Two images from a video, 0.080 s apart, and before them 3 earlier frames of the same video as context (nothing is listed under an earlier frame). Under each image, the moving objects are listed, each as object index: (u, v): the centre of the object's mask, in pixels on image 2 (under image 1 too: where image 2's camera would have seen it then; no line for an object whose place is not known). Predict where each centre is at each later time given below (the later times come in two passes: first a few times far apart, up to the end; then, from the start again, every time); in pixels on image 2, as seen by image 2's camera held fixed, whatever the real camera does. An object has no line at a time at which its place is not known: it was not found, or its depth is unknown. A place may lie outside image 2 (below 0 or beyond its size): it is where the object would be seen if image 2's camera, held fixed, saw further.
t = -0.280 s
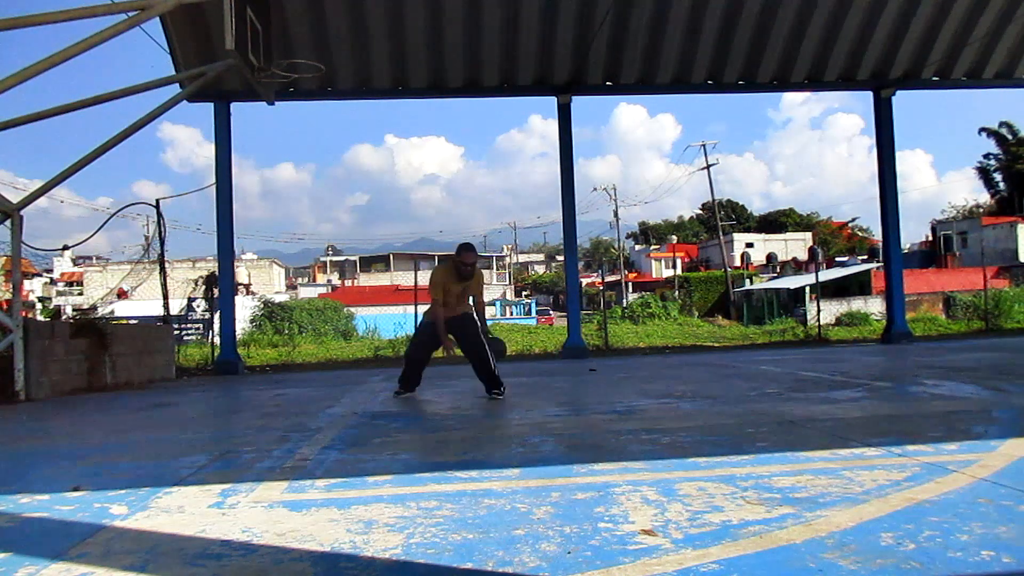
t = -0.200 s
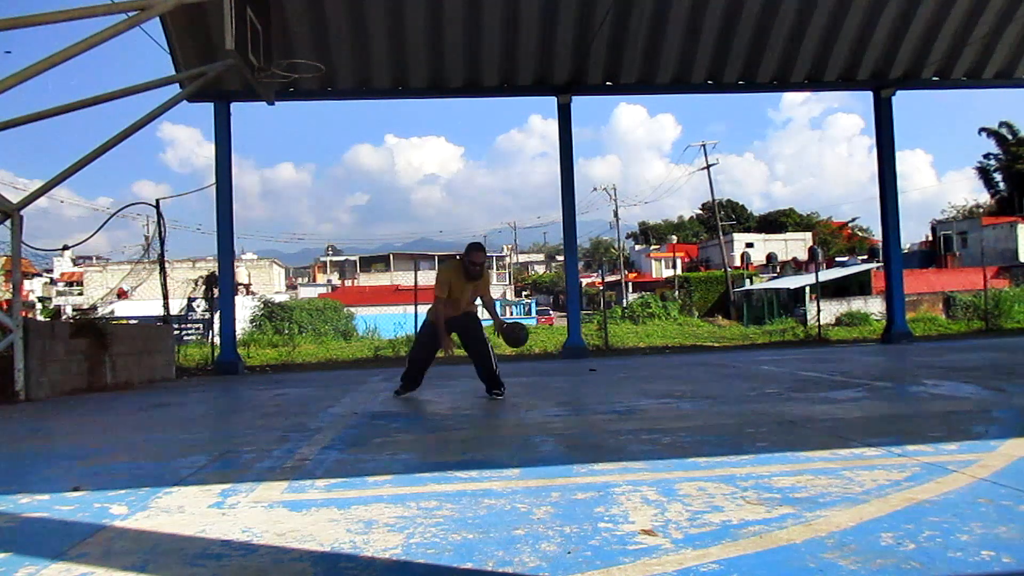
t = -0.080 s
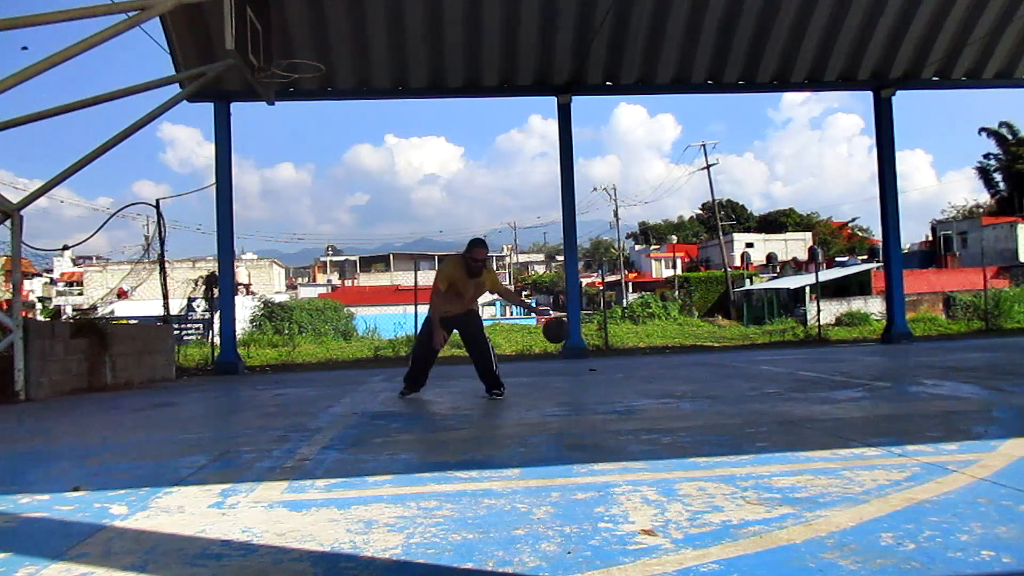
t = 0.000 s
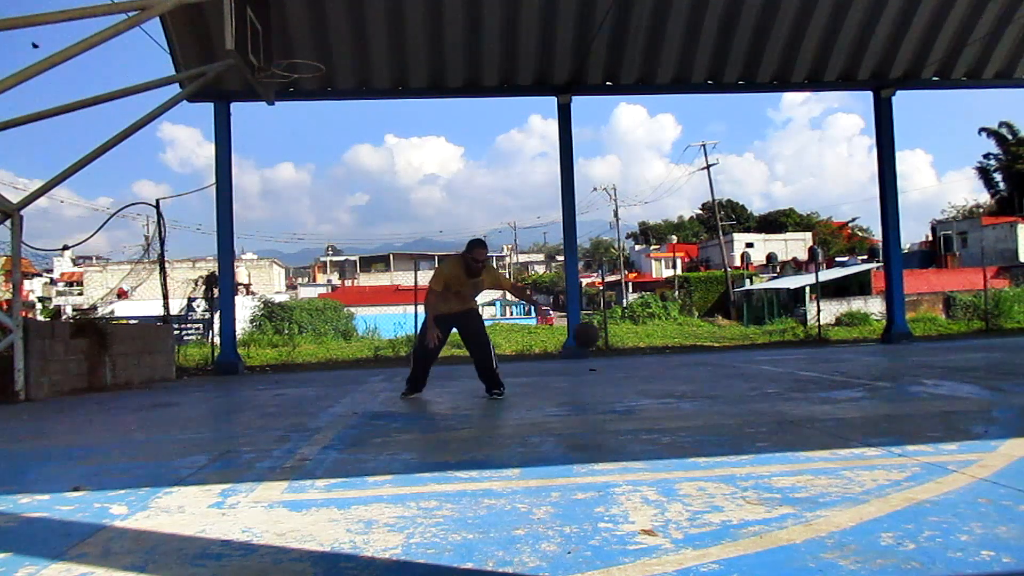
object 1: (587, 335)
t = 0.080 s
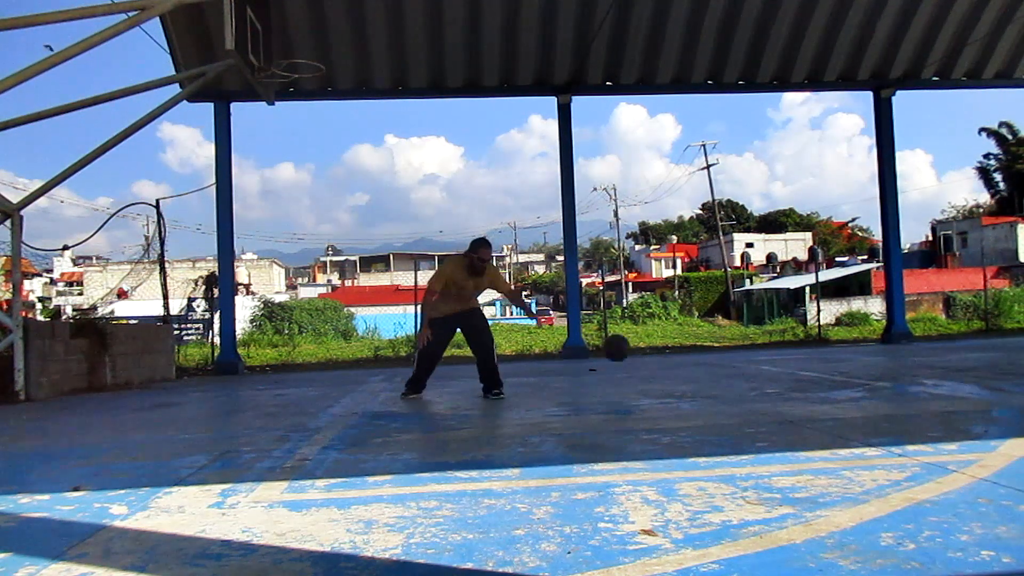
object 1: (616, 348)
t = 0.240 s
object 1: (674, 362)
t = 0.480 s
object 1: (749, 335)
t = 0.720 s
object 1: (825, 368)
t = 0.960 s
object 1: (901, 341)
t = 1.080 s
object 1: (940, 353)
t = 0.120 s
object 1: (632, 357)
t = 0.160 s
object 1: (647, 368)
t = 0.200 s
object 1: (662, 373)
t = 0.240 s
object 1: (674, 362)
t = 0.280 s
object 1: (686, 353)
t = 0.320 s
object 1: (699, 346)
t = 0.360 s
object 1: (712, 340)
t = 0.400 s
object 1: (724, 337)
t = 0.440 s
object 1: (736, 336)
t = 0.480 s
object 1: (749, 335)
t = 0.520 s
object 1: (761, 337)
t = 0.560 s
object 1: (774, 341)
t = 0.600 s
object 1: (788, 346)
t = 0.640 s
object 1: (800, 354)
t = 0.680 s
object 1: (813, 363)
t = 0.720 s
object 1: (825, 368)
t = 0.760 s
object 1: (837, 359)
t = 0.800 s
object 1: (849, 352)
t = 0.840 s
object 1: (863, 346)
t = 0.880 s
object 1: (875, 343)
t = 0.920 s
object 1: (889, 341)
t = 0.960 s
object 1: (901, 341)
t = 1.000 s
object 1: (914, 343)
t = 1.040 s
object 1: (926, 348)
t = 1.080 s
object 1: (940, 353)
